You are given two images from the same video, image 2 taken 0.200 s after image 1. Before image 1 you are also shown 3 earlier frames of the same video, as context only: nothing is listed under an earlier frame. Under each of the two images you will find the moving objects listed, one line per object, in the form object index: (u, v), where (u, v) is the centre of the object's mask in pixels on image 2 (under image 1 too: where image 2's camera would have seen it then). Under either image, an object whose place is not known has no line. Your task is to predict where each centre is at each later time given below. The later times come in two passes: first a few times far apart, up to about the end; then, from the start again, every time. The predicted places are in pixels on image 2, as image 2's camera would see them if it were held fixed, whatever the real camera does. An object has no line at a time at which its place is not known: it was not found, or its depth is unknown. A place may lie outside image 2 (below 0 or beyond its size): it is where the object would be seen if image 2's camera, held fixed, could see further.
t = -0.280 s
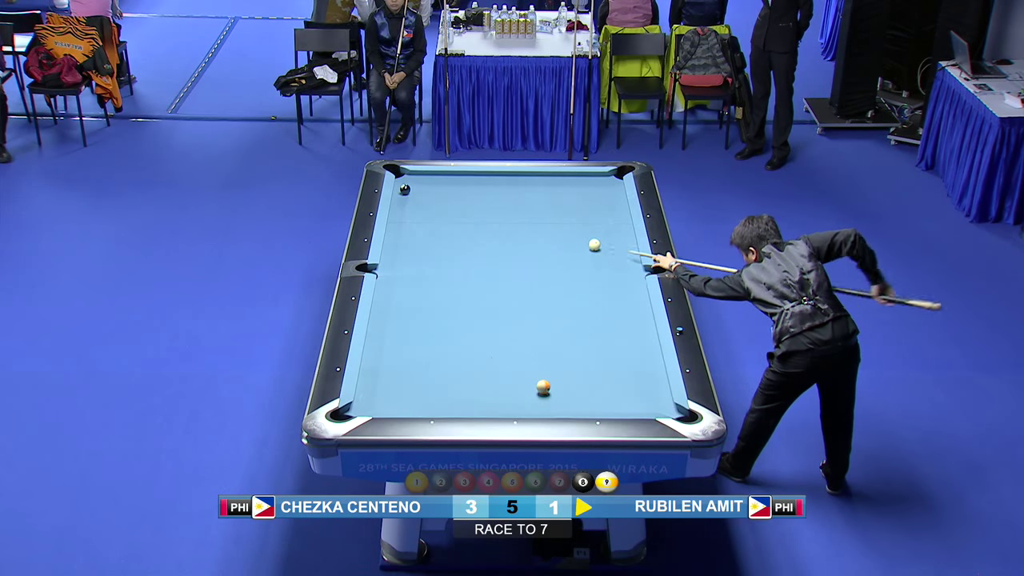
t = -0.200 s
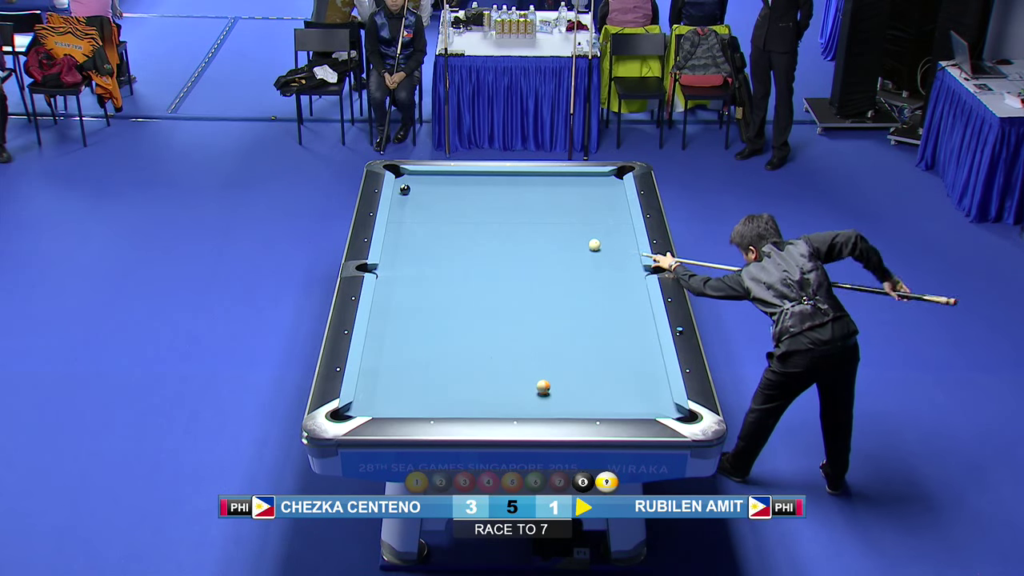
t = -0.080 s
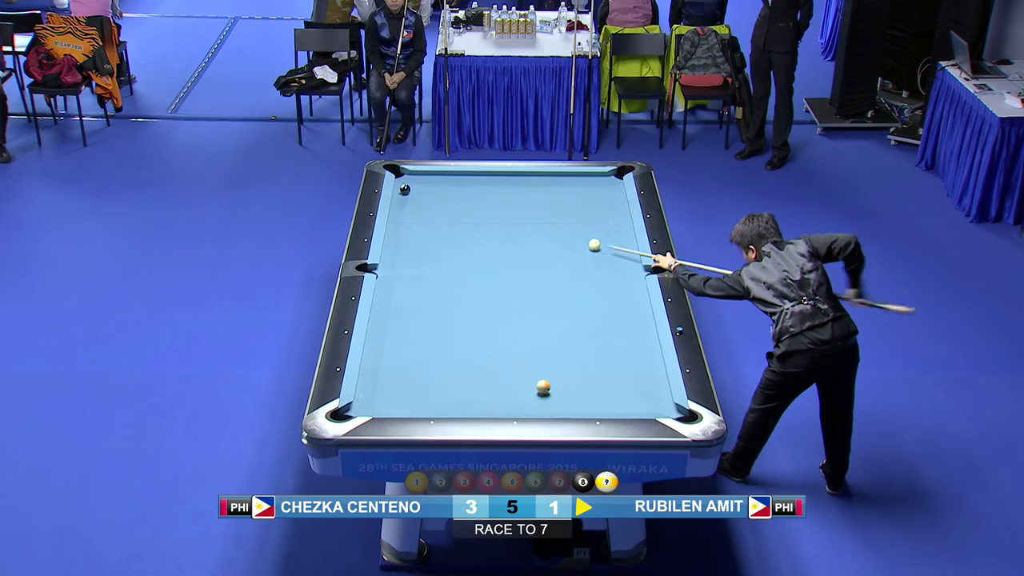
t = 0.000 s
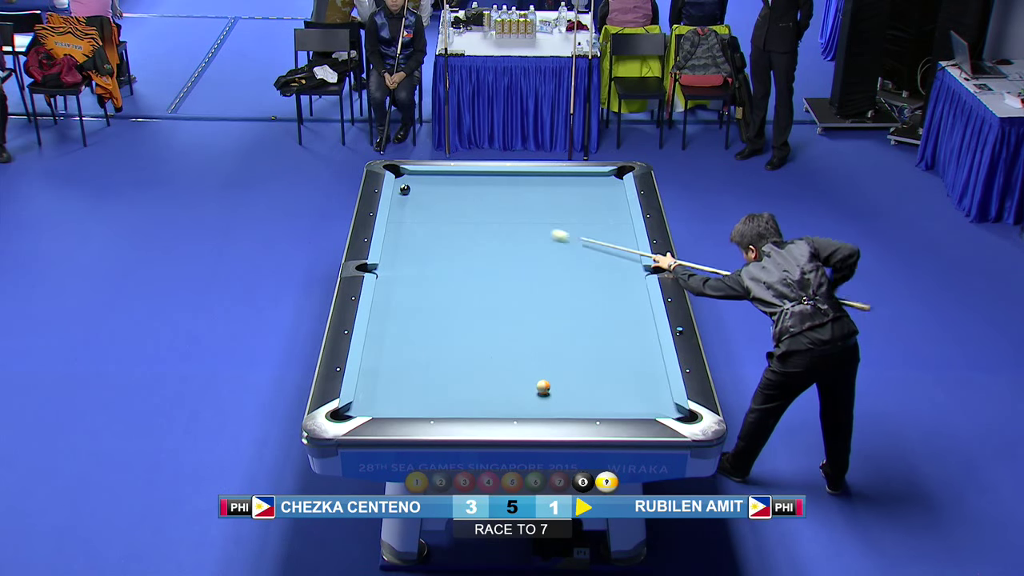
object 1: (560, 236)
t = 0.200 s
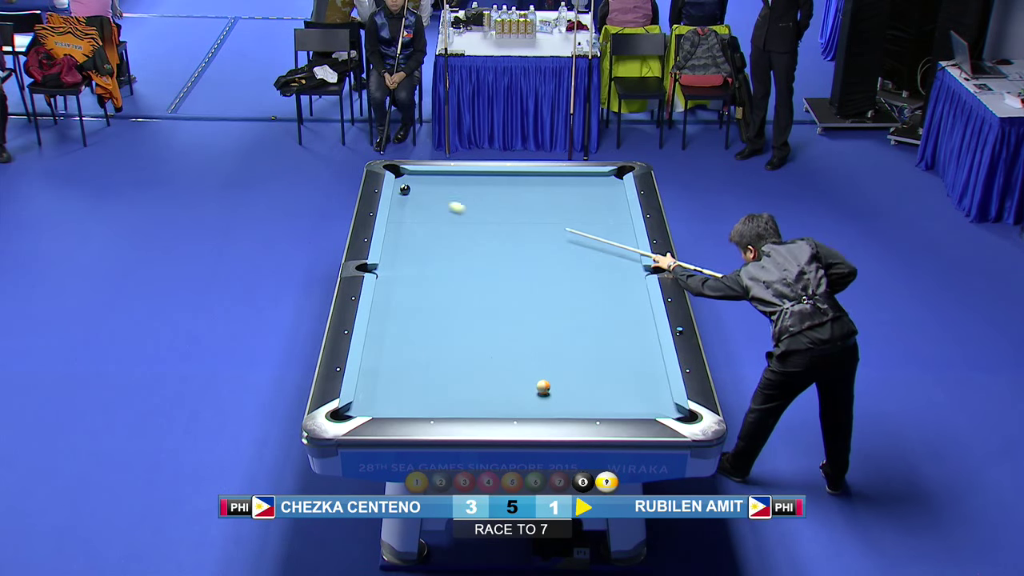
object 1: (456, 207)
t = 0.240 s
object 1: (439, 202)
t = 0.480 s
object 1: (437, 191)
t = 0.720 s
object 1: (493, 185)
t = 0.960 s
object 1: (534, 177)
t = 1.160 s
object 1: (565, 177)
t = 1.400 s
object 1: (600, 181)
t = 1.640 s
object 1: (610, 186)
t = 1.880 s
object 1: (594, 193)
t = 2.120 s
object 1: (578, 199)
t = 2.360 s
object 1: (563, 204)
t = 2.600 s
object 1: (548, 210)
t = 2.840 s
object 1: (534, 216)
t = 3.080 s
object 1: (520, 222)
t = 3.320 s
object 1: (506, 227)
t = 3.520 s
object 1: (496, 232)
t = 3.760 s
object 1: (483, 237)
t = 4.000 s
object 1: (471, 242)
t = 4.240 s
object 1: (459, 246)
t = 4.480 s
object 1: (448, 251)
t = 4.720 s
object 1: (437, 255)
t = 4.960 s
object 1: (428, 259)
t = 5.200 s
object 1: (418, 263)
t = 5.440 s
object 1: (410, 266)
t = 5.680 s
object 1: (401, 270)
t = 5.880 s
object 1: (395, 272)
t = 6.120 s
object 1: (388, 275)
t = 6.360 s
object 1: (382, 277)
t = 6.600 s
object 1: (384, 278)
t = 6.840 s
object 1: (386, 279)
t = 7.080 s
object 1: (387, 279)
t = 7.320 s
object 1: (388, 279)
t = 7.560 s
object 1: (388, 279)
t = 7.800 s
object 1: (388, 279)
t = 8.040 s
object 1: (388, 280)
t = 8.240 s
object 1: (388, 279)
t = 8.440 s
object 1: (388, 280)
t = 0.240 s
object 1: (439, 202)
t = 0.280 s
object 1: (421, 197)
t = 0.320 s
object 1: (404, 194)
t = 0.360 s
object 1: (402, 193)
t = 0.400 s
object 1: (414, 193)
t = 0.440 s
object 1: (426, 192)
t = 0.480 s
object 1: (437, 191)
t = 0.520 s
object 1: (447, 191)
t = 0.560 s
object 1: (458, 189)
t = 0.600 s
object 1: (467, 188)
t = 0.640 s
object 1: (476, 187)
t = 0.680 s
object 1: (485, 186)
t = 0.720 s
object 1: (493, 185)
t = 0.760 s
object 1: (500, 184)
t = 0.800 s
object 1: (507, 182)
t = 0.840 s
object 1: (514, 181)
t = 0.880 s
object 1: (521, 179)
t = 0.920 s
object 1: (528, 178)
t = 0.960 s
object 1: (534, 177)
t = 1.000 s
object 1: (541, 175)
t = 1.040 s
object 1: (548, 175)
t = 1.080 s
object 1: (554, 175)
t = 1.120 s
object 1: (559, 176)
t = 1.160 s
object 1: (565, 177)
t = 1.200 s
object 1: (571, 178)
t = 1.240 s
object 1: (577, 178)
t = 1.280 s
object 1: (583, 179)
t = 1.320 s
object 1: (589, 180)
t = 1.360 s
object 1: (594, 181)
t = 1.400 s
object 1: (600, 181)
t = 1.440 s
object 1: (606, 182)
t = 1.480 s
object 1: (612, 183)
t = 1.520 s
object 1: (618, 184)
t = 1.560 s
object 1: (617, 184)
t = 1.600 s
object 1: (613, 186)
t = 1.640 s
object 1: (610, 186)
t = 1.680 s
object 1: (607, 187)
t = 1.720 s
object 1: (605, 189)
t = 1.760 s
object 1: (602, 189)
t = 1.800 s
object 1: (599, 190)
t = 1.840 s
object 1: (596, 191)
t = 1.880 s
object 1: (594, 193)
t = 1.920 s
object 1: (591, 194)
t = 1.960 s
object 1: (588, 195)
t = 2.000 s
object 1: (586, 196)
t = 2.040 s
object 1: (583, 197)
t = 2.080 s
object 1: (581, 198)
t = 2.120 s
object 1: (578, 199)
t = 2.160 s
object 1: (576, 200)
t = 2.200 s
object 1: (573, 201)
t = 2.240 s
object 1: (570, 201)
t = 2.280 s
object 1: (568, 202)
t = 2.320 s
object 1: (566, 203)
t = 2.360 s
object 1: (563, 204)
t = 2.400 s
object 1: (561, 205)
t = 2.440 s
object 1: (558, 206)
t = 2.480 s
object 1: (556, 207)
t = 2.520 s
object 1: (553, 208)
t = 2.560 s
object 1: (551, 209)
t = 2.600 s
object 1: (548, 210)
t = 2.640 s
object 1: (546, 211)
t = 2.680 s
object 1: (543, 212)
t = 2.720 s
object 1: (541, 213)
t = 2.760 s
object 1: (539, 214)
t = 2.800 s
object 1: (536, 215)
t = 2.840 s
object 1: (534, 216)
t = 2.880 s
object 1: (531, 217)
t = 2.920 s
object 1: (529, 218)
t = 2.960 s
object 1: (527, 219)
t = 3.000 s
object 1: (524, 220)
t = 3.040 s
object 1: (522, 221)
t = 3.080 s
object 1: (520, 222)
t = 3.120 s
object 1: (518, 223)
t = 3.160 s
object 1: (515, 224)
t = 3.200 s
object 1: (513, 224)
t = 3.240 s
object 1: (511, 225)
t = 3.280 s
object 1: (509, 226)
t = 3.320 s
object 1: (506, 227)
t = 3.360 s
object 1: (505, 228)
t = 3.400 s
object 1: (502, 229)
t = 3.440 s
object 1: (500, 230)
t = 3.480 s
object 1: (498, 231)
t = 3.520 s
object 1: (496, 232)
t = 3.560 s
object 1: (493, 232)
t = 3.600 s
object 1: (492, 233)
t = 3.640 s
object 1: (489, 234)
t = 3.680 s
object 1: (487, 235)
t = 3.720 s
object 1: (485, 236)
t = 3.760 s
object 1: (483, 237)
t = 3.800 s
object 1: (481, 238)
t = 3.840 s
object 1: (479, 238)
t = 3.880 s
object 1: (477, 239)
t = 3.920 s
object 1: (475, 240)
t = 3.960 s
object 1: (473, 241)
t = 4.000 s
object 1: (471, 242)
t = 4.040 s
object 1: (469, 242)
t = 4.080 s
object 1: (467, 243)
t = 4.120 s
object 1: (465, 244)
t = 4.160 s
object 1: (463, 245)
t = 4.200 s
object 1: (461, 246)
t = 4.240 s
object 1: (459, 246)
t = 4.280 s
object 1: (457, 247)
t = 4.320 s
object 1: (455, 248)
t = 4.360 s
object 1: (453, 249)
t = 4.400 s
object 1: (452, 250)
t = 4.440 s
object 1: (450, 250)
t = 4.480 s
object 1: (448, 251)
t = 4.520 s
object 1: (446, 252)
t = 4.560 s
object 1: (444, 252)
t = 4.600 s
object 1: (443, 253)
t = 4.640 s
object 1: (441, 254)
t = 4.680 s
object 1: (439, 254)
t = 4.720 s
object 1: (437, 255)
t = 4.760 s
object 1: (436, 256)
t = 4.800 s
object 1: (434, 257)
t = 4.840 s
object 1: (432, 257)
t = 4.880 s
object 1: (431, 258)
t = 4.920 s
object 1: (429, 259)
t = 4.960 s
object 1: (428, 259)
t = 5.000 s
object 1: (426, 260)
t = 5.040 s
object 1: (424, 261)
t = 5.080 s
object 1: (423, 261)
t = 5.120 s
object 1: (421, 262)
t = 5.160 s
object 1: (420, 262)
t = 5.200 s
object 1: (418, 263)
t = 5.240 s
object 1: (417, 264)
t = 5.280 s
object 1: (415, 264)
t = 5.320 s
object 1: (414, 265)
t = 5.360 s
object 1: (412, 265)
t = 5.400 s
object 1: (411, 266)
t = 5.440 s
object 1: (410, 266)
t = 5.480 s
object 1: (408, 267)
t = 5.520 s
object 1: (407, 267)
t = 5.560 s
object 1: (405, 268)
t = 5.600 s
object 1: (404, 269)
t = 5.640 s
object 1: (403, 269)
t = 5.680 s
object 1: (401, 270)
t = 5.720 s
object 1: (400, 270)
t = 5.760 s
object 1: (399, 270)
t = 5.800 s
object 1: (398, 271)
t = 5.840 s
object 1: (396, 272)
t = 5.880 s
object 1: (395, 272)
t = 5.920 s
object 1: (394, 273)
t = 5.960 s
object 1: (393, 273)
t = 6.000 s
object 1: (391, 273)
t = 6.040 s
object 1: (390, 274)
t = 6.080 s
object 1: (389, 274)
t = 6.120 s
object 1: (388, 275)
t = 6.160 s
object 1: (387, 275)
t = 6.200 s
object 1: (386, 276)
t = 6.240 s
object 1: (385, 276)
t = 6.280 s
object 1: (384, 276)
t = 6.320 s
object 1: (383, 277)
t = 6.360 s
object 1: (382, 277)
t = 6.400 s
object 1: (382, 278)
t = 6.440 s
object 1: (383, 278)
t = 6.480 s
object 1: (383, 278)
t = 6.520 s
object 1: (383, 278)
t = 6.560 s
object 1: (384, 278)
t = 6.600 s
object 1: (384, 278)
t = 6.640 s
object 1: (385, 278)
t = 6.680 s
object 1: (385, 278)
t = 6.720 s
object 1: (385, 278)
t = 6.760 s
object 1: (386, 278)
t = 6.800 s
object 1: (386, 279)
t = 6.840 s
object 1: (386, 279)
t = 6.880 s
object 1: (386, 279)
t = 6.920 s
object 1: (387, 279)
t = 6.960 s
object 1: (387, 279)
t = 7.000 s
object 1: (387, 279)
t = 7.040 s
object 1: (387, 279)
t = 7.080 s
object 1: (387, 279)
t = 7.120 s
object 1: (387, 279)
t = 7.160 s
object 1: (387, 279)
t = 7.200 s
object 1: (387, 279)
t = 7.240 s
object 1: (387, 279)
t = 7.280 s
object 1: (387, 279)
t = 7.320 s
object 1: (388, 279)
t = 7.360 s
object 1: (388, 279)
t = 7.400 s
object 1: (388, 279)
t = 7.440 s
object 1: (388, 279)
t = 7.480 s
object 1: (388, 279)
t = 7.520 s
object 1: (388, 279)
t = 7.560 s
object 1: (388, 279)
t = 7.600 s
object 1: (388, 279)
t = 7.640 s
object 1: (388, 279)
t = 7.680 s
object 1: (388, 279)
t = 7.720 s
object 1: (388, 279)
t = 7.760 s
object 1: (388, 279)
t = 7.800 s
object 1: (388, 279)
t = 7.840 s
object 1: (388, 280)
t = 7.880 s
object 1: (388, 280)
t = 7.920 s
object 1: (388, 280)
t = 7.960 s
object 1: (388, 279)
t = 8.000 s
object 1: (388, 279)
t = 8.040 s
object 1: (388, 280)
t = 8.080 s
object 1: (388, 280)
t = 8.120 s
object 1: (388, 280)
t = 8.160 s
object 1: (388, 280)
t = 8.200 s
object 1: (388, 280)
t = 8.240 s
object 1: (388, 279)
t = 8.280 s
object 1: (388, 279)
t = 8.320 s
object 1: (388, 279)
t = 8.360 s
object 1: (388, 280)
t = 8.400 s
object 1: (388, 280)
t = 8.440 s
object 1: (388, 280)
